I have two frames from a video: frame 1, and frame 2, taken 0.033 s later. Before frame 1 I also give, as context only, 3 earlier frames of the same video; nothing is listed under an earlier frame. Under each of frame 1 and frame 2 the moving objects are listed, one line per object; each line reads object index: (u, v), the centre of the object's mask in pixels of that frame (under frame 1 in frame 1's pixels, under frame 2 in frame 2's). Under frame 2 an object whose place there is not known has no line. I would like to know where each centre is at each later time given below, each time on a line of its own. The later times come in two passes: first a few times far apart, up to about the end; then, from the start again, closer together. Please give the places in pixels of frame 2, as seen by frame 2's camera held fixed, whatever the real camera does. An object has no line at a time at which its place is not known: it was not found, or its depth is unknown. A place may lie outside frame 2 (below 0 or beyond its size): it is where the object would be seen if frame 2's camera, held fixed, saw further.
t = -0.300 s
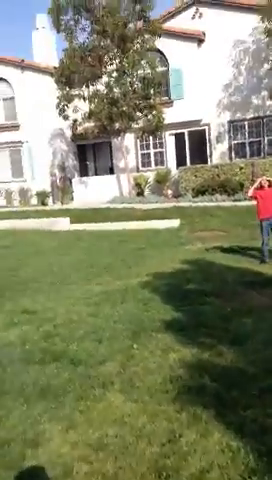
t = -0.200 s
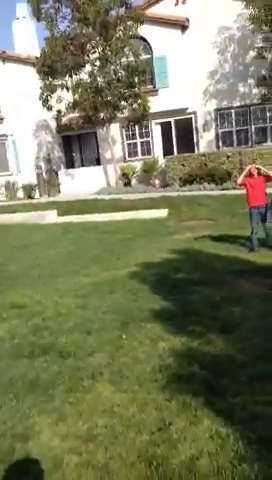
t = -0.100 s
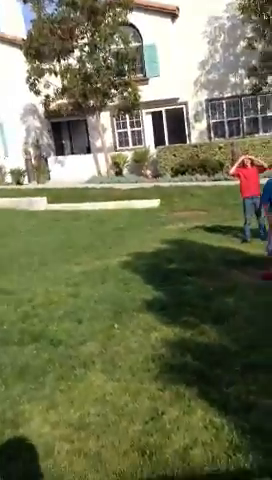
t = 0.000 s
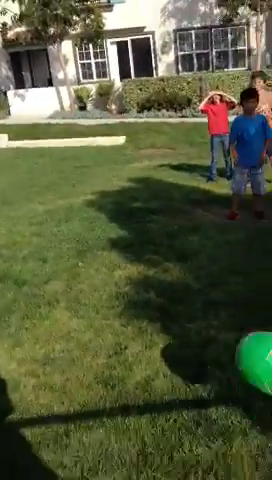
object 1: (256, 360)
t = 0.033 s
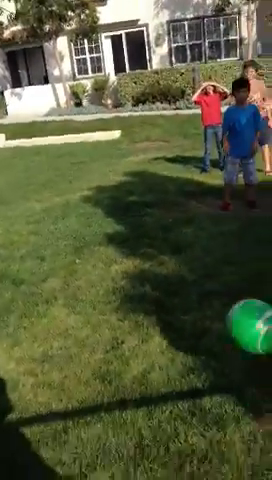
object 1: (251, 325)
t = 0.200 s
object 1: (241, 278)
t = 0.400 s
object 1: (236, 246)
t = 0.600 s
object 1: (239, 234)
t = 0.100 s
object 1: (246, 295)
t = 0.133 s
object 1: (243, 287)
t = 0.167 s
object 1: (242, 281)
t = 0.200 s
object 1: (241, 278)
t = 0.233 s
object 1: (239, 276)
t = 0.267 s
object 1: (237, 276)
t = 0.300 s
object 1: (236, 275)
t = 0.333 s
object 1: (237, 265)
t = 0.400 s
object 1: (236, 246)
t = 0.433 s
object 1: (236, 241)
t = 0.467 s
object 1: (237, 237)
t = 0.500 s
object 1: (237, 233)
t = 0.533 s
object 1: (237, 233)
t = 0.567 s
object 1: (238, 233)
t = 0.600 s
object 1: (239, 234)
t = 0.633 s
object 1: (241, 237)
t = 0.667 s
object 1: (242, 239)
